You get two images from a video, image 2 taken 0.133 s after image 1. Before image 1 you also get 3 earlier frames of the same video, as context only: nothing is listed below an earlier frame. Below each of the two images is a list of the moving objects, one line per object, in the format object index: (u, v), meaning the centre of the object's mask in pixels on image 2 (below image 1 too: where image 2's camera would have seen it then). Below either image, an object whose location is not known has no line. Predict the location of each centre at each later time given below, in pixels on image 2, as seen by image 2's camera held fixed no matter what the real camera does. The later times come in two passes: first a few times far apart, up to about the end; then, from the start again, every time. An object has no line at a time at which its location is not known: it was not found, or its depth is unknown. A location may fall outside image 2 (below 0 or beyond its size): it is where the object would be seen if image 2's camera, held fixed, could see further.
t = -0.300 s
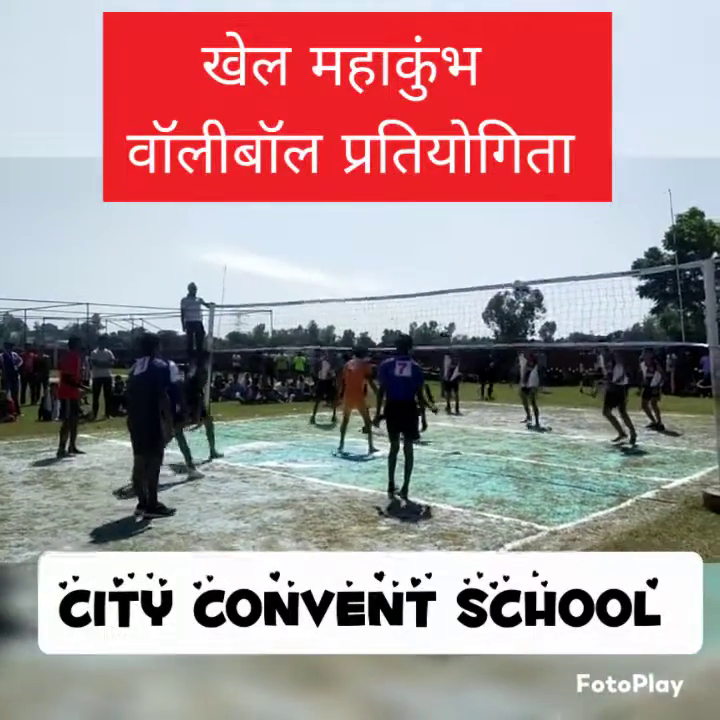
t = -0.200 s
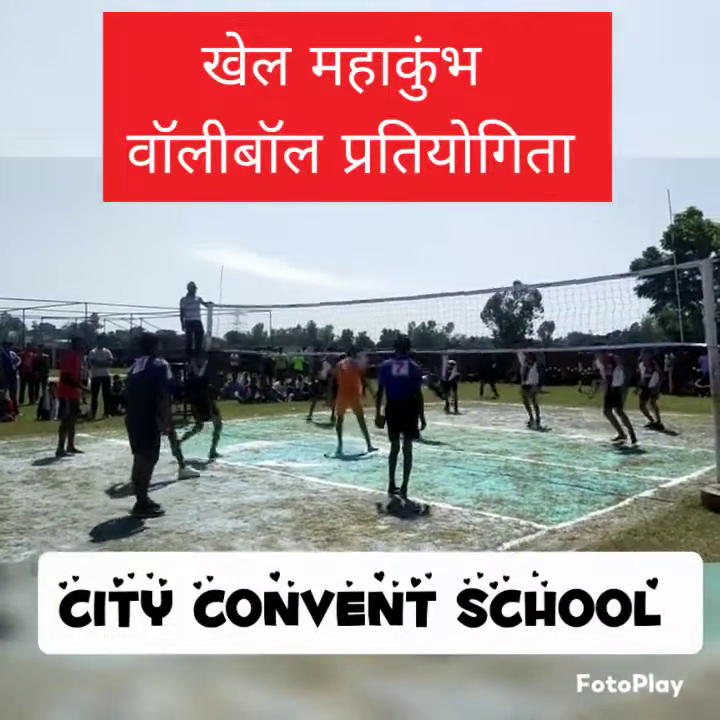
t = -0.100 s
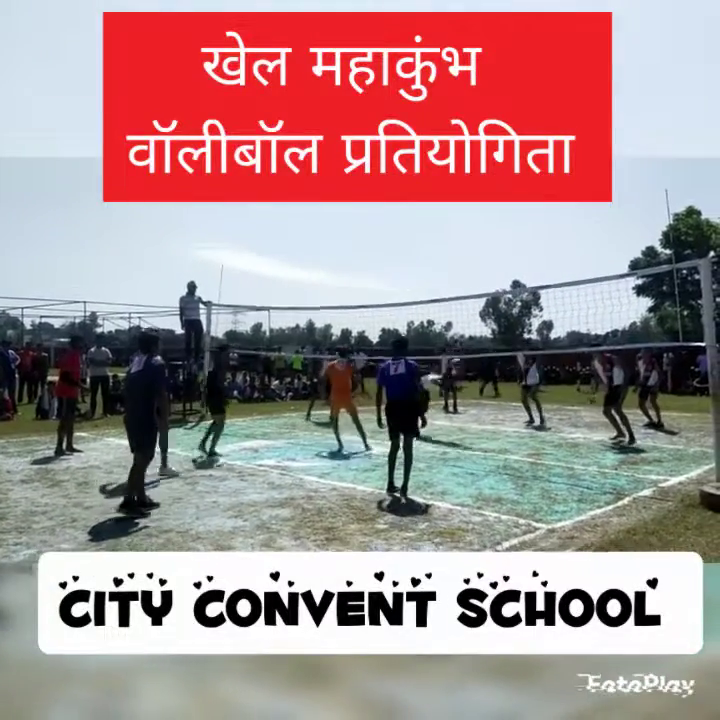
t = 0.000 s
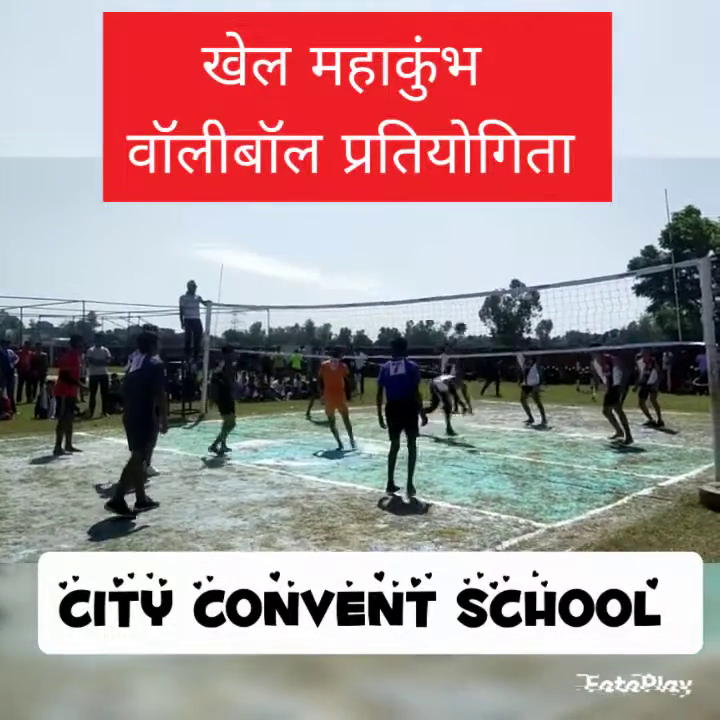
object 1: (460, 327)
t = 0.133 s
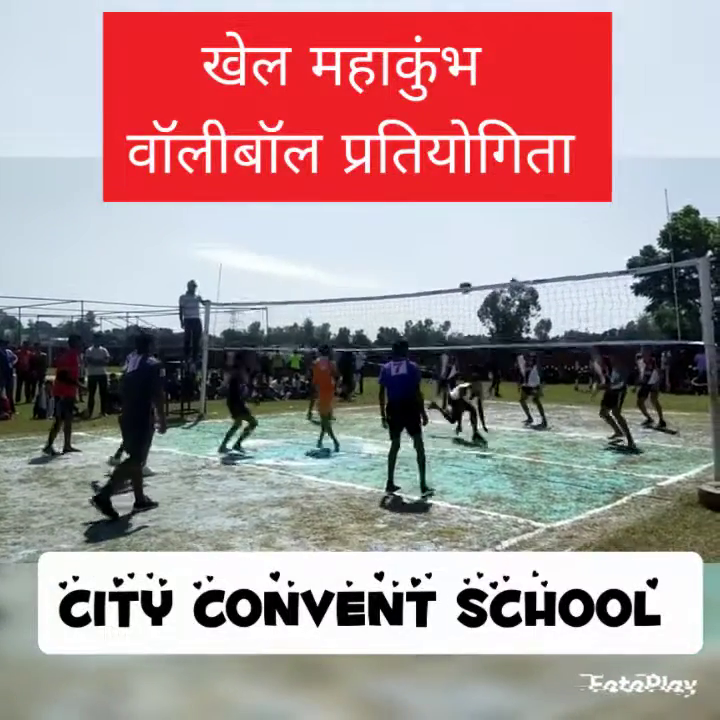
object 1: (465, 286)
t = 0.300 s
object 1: (471, 251)
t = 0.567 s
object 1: (478, 227)
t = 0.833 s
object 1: (488, 247)
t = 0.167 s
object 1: (466, 279)
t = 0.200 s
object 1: (467, 271)
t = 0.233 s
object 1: (468, 264)
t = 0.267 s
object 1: (469, 257)
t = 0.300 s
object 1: (471, 251)
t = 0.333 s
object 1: (472, 246)
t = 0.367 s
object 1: (473, 242)
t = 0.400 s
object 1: (474, 238)
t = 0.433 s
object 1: (475, 234)
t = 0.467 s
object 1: (475, 232)
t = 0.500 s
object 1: (476, 229)
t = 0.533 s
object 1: (477, 228)
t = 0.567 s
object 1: (478, 227)
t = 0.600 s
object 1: (479, 227)
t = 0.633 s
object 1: (480, 228)
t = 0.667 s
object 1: (481, 229)
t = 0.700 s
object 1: (482, 232)
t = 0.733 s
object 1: (482, 234)
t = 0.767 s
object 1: (484, 237)
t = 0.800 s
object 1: (485, 241)
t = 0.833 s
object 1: (488, 247)
